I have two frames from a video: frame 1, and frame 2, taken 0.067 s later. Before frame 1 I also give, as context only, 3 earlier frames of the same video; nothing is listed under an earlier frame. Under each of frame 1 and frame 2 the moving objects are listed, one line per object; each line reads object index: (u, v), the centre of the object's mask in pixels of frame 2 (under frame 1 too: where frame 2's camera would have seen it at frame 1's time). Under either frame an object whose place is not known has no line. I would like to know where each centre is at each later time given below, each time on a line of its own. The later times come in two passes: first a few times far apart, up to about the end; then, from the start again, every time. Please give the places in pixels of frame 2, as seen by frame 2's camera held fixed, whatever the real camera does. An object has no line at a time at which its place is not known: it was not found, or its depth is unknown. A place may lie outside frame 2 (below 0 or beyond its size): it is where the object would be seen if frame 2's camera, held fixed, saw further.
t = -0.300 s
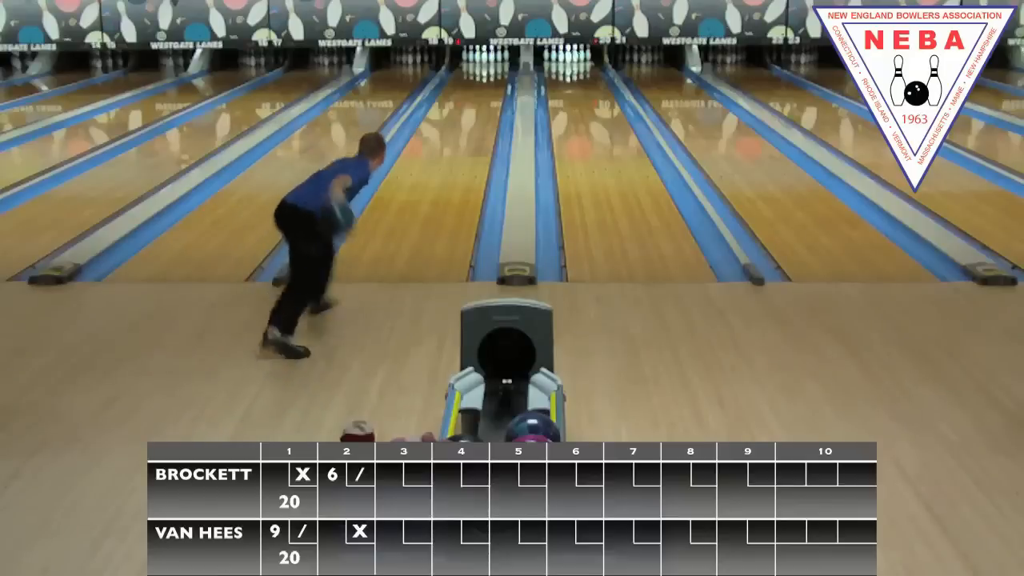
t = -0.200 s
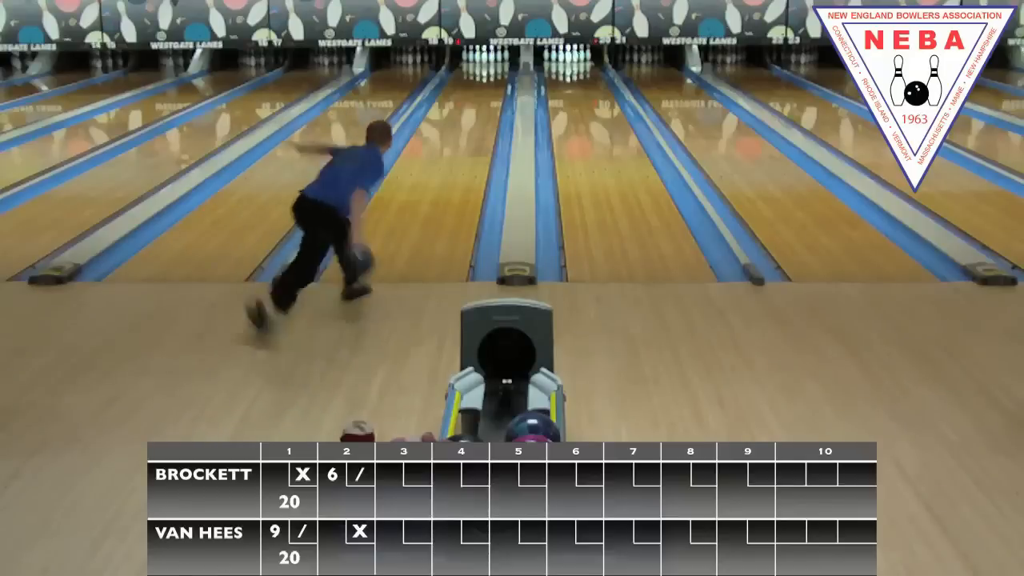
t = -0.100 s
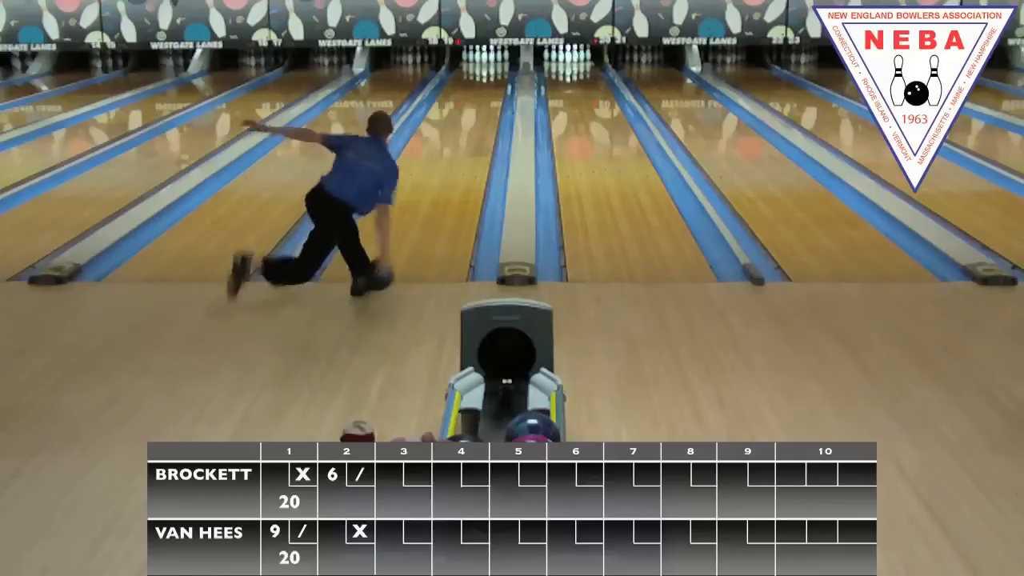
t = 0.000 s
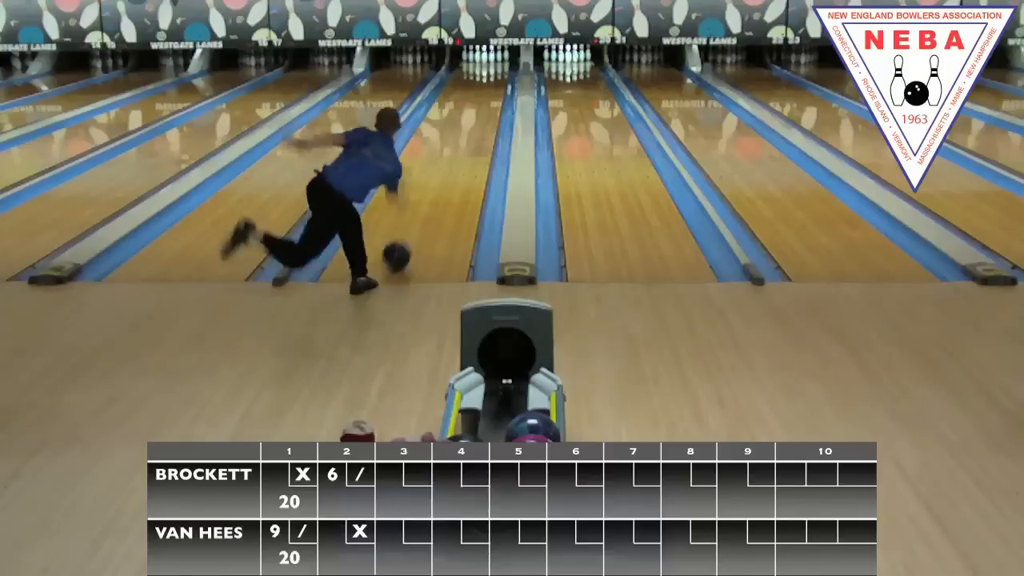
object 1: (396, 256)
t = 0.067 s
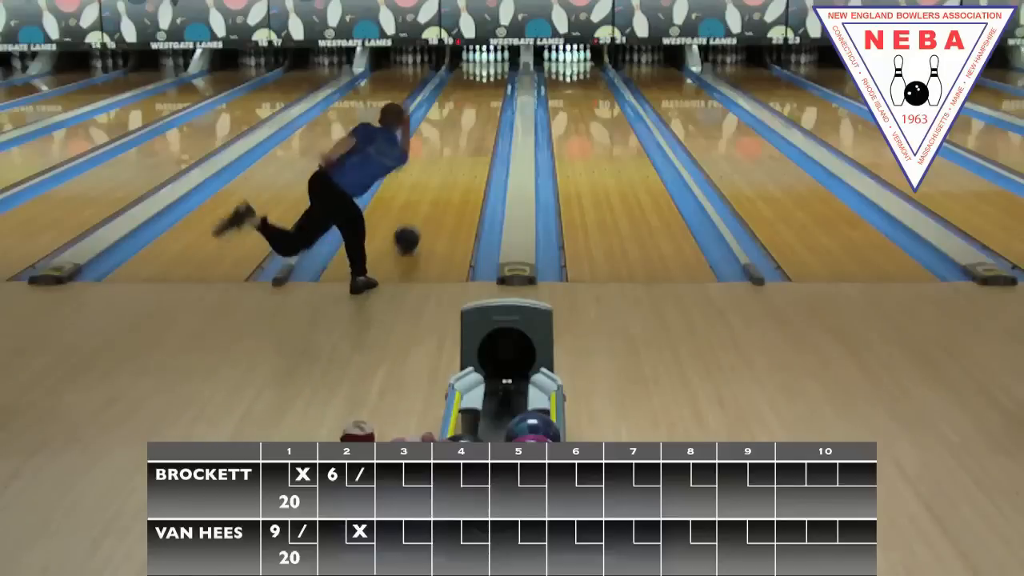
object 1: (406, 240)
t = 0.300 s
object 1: (433, 192)
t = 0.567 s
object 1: (454, 154)
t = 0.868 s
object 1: (470, 124)
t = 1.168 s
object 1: (481, 103)
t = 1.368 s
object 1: (487, 93)
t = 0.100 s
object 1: (411, 232)
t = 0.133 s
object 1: (415, 224)
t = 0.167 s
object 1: (419, 217)
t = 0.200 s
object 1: (423, 210)
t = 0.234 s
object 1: (427, 203)
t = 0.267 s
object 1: (430, 197)
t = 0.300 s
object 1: (433, 192)
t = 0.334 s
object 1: (436, 186)
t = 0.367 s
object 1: (439, 181)
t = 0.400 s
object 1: (442, 176)
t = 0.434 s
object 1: (445, 171)
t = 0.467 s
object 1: (447, 167)
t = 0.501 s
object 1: (450, 162)
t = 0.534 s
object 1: (452, 158)
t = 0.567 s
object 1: (454, 154)
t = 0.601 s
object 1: (456, 150)
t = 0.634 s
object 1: (458, 147)
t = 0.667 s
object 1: (460, 143)
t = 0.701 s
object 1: (462, 140)
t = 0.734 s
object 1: (464, 136)
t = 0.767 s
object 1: (465, 133)
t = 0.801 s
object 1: (467, 130)
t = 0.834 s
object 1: (469, 127)
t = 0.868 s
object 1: (470, 124)
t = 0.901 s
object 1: (472, 121)
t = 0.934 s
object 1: (473, 119)
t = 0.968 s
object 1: (475, 116)
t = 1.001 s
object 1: (476, 114)
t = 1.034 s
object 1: (477, 111)
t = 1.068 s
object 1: (478, 109)
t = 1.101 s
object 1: (479, 107)
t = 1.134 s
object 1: (480, 105)
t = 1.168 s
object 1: (481, 103)
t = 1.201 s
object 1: (482, 101)
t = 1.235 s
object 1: (483, 99)
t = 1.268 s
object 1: (484, 98)
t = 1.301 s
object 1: (485, 96)
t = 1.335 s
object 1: (486, 94)
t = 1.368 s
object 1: (487, 93)
